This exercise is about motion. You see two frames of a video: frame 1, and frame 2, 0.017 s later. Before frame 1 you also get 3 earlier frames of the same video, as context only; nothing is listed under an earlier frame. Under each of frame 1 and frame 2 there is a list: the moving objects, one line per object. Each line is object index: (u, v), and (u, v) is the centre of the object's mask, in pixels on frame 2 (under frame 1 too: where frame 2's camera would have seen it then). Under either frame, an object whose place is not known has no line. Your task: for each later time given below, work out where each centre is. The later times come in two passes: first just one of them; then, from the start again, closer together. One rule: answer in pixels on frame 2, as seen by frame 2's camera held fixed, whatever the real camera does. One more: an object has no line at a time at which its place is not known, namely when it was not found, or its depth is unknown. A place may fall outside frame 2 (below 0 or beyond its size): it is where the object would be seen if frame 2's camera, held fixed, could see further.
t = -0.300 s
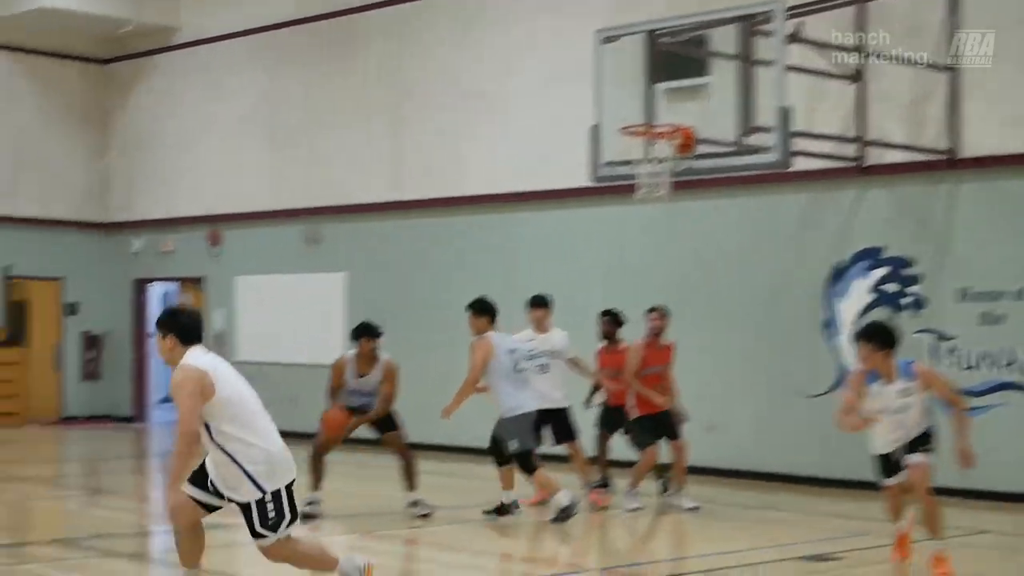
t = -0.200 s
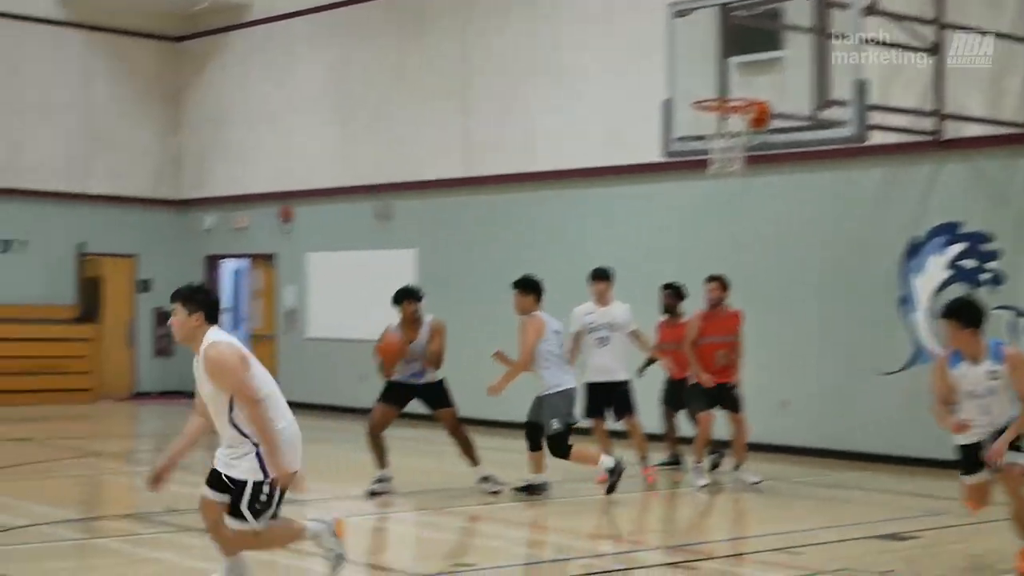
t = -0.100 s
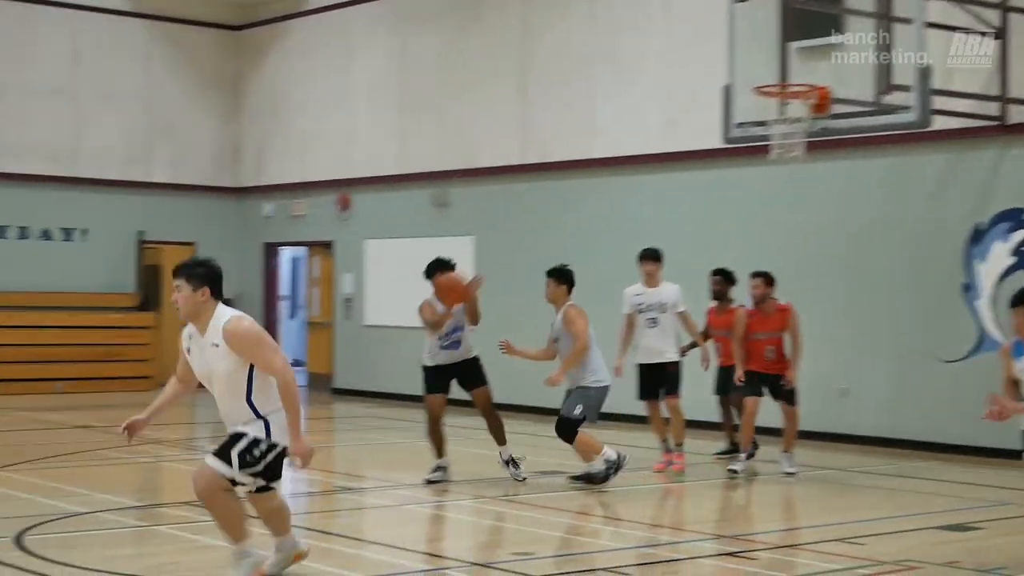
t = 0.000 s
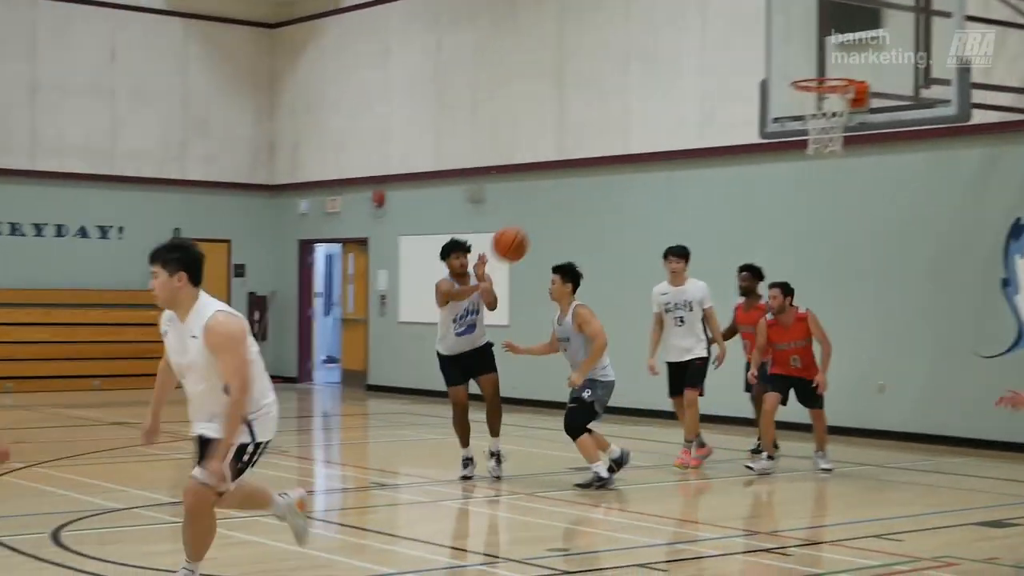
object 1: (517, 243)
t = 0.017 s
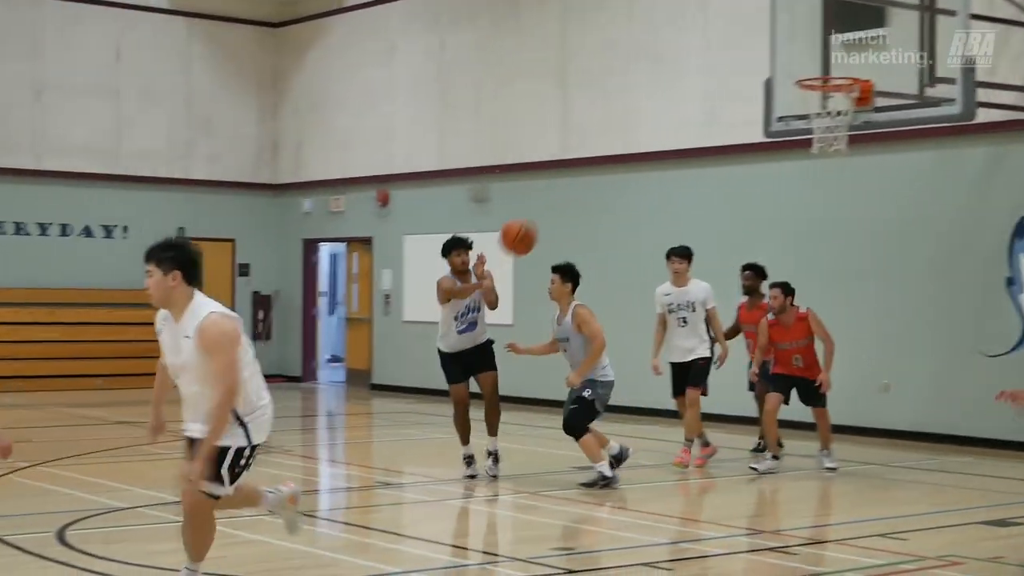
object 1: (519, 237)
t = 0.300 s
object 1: (606, 180)
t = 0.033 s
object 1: (524, 231)
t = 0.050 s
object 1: (528, 226)
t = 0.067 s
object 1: (532, 220)
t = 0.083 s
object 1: (537, 215)
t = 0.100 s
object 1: (541, 211)
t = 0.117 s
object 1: (546, 206)
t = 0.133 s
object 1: (551, 202)
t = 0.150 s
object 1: (557, 197)
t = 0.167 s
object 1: (561, 194)
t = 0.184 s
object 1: (567, 191)
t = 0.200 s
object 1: (572, 188)
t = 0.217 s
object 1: (578, 185)
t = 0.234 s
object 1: (583, 183)
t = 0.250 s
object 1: (588, 182)
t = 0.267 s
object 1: (594, 181)
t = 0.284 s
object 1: (599, 181)
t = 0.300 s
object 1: (606, 180)
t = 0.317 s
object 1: (611, 181)
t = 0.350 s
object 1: (624, 183)
